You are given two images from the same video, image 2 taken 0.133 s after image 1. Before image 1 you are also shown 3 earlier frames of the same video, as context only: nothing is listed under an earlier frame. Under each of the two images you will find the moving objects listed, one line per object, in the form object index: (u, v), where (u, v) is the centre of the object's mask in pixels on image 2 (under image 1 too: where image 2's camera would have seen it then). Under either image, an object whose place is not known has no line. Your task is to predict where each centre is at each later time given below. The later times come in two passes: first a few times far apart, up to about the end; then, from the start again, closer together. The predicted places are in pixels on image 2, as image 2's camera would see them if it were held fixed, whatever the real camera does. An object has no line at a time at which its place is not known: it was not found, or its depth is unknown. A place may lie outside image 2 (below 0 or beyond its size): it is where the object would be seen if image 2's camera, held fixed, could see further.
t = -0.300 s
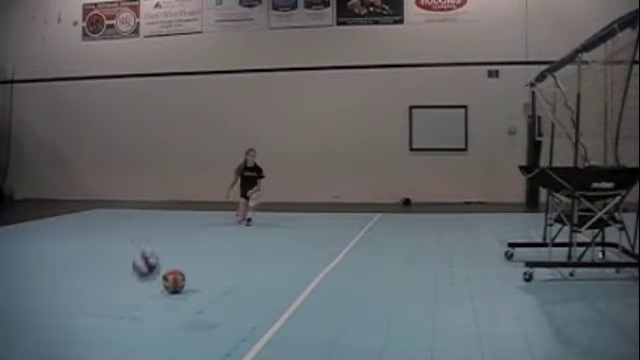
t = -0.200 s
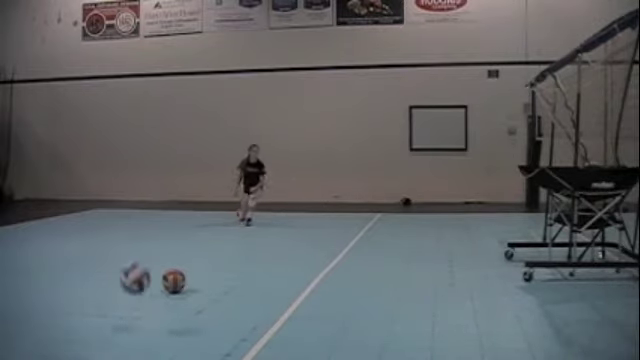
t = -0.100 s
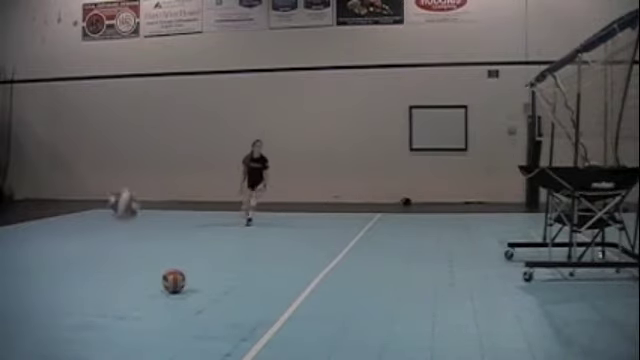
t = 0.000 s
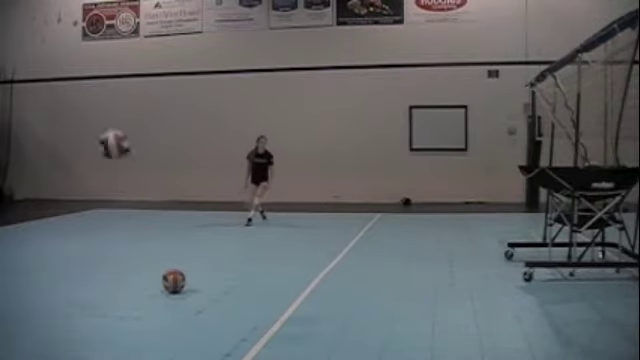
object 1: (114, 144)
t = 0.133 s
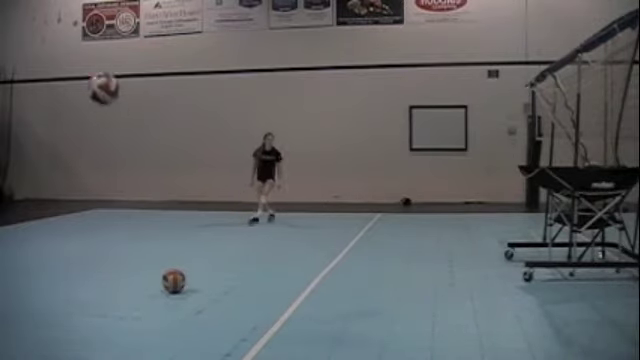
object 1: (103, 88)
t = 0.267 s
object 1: (92, 59)
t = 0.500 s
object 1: (73, 73)
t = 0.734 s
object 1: (57, 171)
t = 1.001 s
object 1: (45, 305)
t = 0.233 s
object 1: (95, 64)
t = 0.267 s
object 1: (92, 59)
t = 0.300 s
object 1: (89, 56)
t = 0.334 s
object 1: (86, 55)
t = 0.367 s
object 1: (83, 55)
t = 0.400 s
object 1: (81, 57)
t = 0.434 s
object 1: (79, 61)
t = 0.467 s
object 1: (76, 66)
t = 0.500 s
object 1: (73, 73)
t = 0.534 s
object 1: (71, 82)
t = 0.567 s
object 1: (68, 93)
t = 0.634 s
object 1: (64, 119)
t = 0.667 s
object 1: (62, 135)
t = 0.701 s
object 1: (59, 151)
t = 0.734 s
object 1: (57, 171)
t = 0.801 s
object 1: (53, 214)
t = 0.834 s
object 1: (53, 239)
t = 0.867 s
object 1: (51, 264)
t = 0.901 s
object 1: (50, 291)
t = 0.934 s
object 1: (49, 320)
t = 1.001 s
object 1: (45, 305)
